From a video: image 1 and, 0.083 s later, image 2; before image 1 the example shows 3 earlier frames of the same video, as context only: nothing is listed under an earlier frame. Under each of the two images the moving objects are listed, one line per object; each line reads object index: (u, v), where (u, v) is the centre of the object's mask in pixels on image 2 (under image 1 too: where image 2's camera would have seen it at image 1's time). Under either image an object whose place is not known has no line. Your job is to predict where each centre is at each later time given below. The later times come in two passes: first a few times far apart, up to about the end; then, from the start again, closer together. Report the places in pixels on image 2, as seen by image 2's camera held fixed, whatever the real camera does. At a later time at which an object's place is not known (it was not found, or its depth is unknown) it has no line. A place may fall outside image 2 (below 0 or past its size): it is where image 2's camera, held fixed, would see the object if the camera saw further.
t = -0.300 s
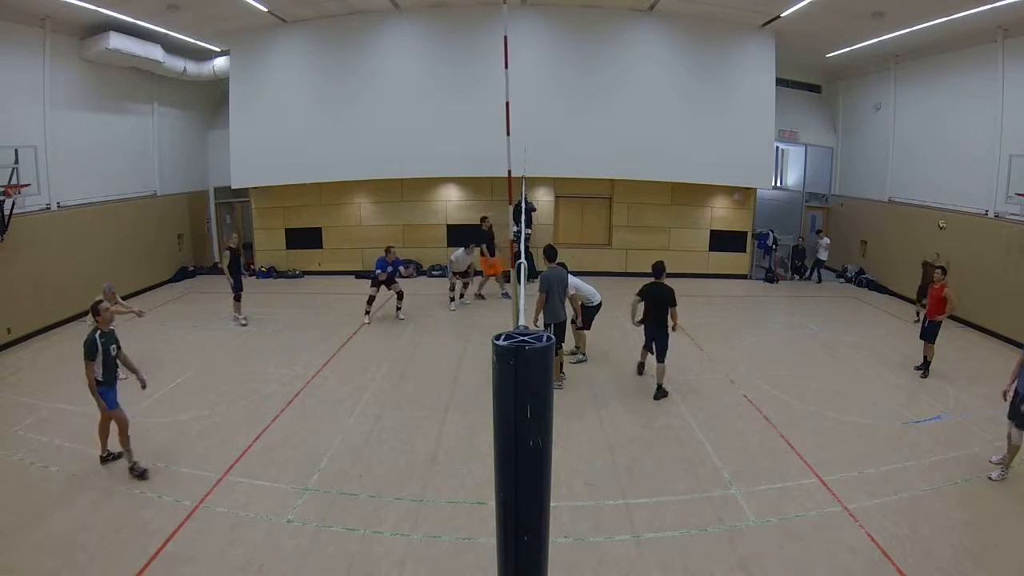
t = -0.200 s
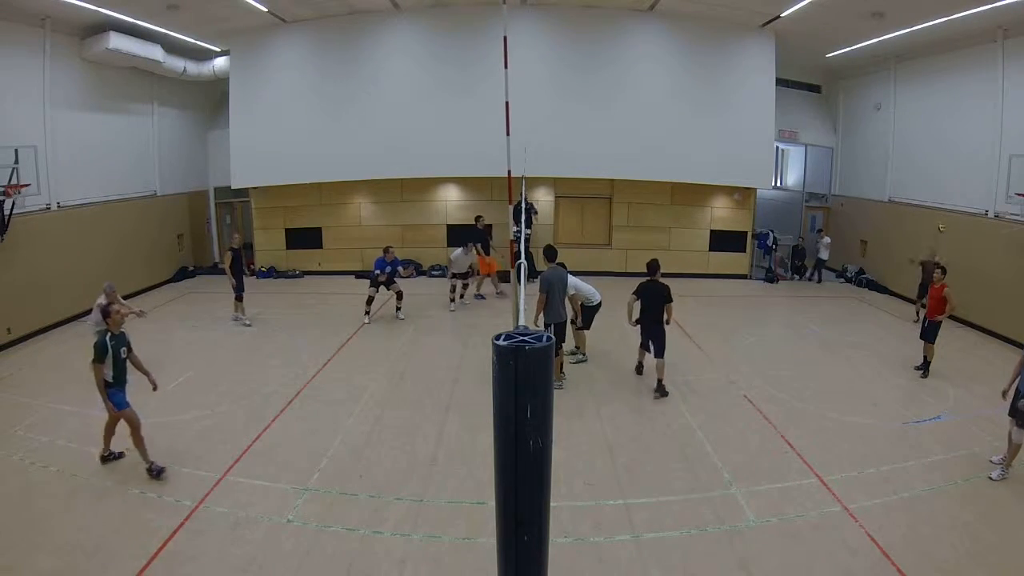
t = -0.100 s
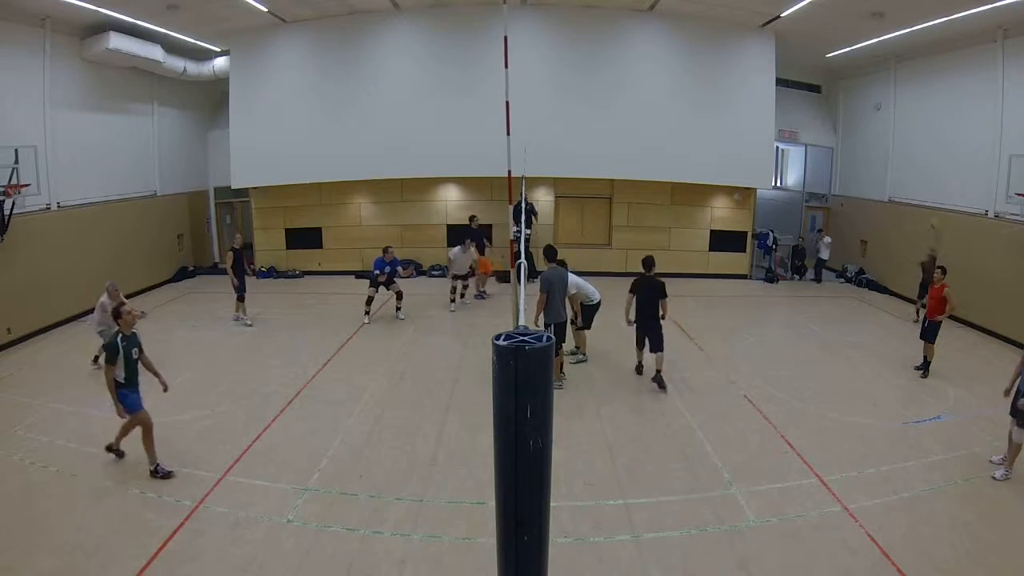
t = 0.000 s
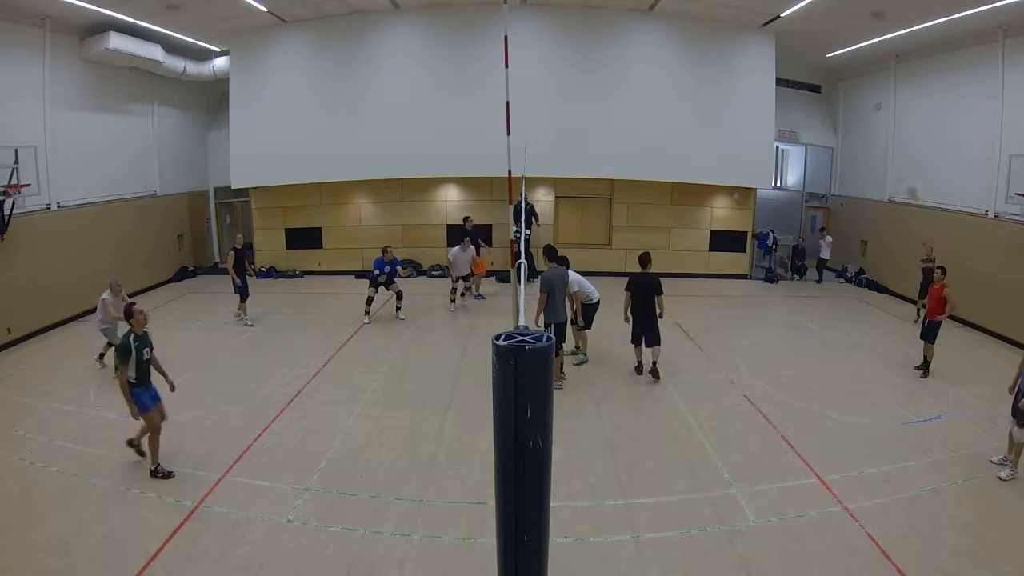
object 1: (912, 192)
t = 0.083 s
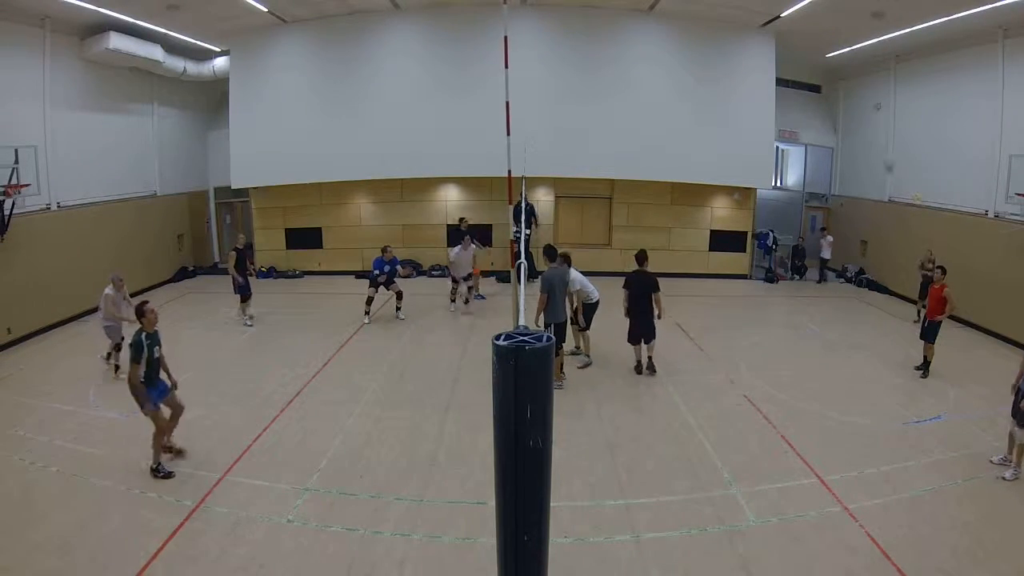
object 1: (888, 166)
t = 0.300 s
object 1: (825, 109)
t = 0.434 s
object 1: (774, 83)
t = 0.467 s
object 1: (761, 81)
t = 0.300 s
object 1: (825, 109)
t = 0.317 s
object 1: (815, 102)
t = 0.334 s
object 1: (812, 100)
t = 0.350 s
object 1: (807, 97)
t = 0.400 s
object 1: (787, 87)
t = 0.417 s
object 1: (781, 83)
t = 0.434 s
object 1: (774, 83)
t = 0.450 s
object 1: (766, 82)
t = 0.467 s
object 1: (761, 81)
